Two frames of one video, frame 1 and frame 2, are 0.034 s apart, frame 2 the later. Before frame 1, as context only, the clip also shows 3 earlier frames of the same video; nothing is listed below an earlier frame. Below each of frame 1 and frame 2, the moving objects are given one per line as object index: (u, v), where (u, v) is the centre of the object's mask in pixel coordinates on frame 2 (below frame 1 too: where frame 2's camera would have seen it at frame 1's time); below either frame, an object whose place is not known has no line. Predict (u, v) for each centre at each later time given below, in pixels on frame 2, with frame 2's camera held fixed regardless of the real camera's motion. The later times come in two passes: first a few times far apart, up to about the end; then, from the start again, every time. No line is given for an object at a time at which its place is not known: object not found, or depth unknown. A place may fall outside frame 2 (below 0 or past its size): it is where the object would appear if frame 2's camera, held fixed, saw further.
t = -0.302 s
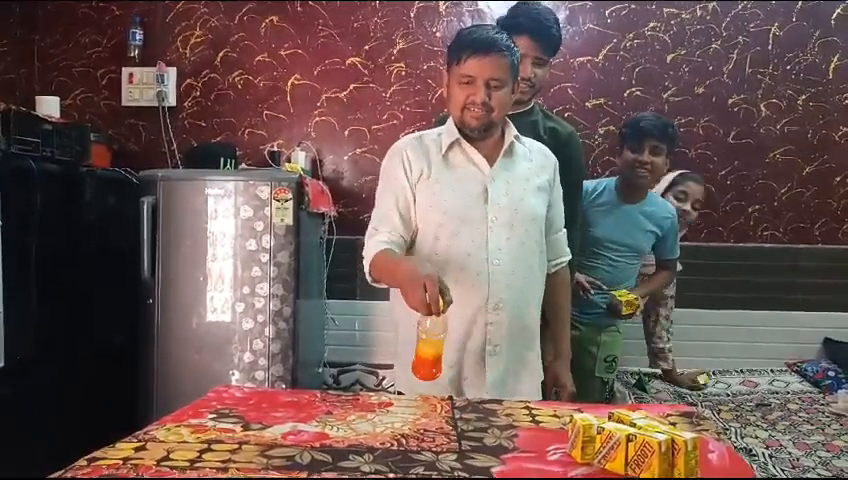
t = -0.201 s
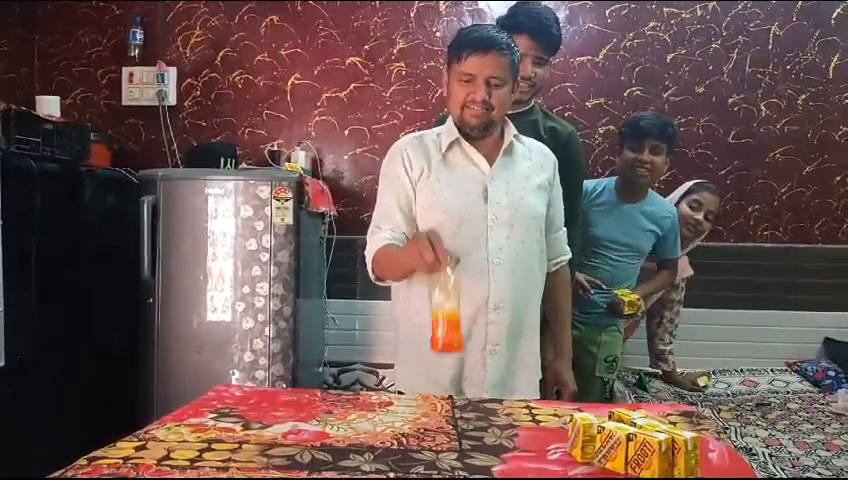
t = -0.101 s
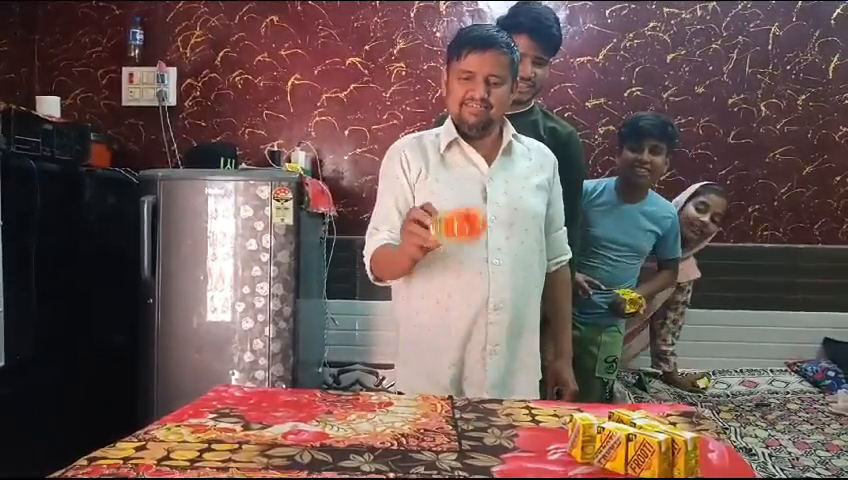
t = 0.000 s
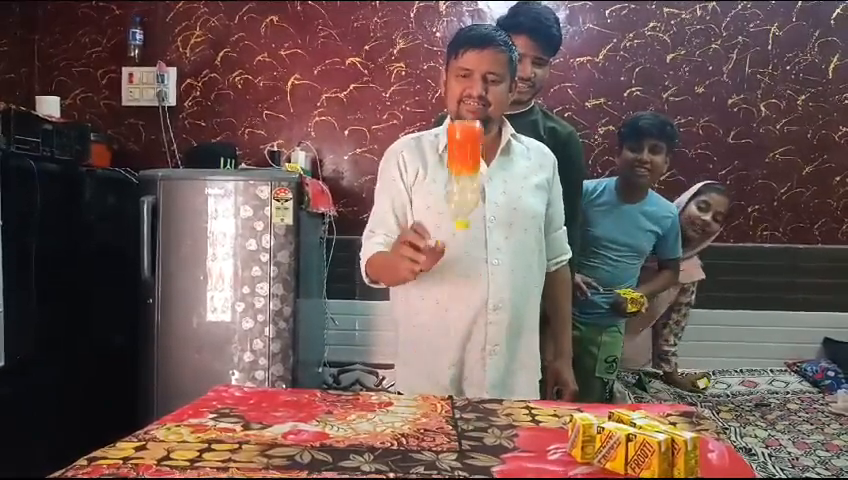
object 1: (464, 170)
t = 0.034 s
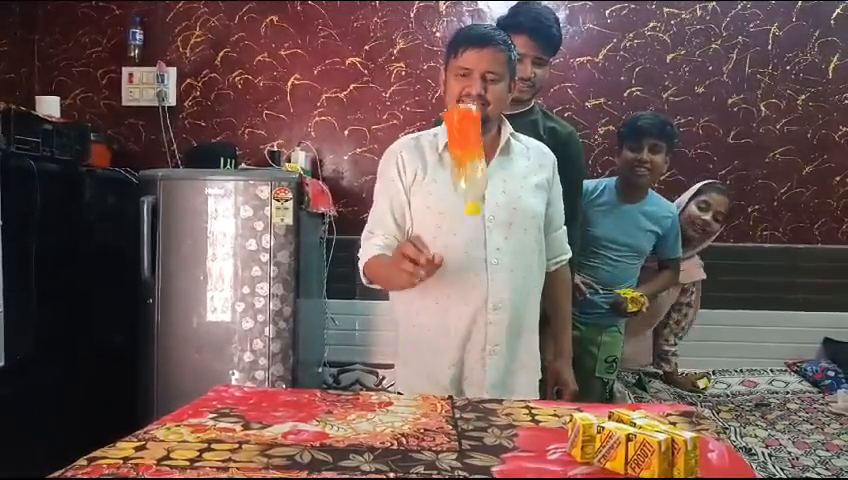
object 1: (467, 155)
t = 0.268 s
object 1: (466, 233)
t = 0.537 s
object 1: (465, 425)
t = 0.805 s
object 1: (457, 427)
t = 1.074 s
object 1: (450, 427)
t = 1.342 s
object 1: (445, 427)
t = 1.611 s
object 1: (442, 428)
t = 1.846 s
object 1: (438, 428)
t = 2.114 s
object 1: (435, 428)
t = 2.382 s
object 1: (435, 430)
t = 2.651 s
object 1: (435, 430)
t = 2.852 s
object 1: (435, 430)
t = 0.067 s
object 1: (469, 144)
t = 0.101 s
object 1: (470, 138)
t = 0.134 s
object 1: (469, 140)
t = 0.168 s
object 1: (469, 150)
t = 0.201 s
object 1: (468, 169)
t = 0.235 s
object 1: (467, 198)
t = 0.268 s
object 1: (466, 233)
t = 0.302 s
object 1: (464, 277)
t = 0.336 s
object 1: (463, 326)
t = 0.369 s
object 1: (462, 382)
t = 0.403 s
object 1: (463, 390)
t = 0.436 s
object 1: (464, 396)
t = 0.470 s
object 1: (464, 407)
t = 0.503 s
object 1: (465, 421)
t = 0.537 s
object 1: (465, 425)
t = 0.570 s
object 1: (466, 426)
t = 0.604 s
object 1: (466, 427)
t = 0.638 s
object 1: (465, 428)
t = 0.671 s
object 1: (463, 428)
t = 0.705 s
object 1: (461, 428)
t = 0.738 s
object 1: (459, 428)
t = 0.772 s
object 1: (458, 427)
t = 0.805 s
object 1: (457, 427)
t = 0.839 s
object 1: (456, 427)
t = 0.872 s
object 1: (455, 427)
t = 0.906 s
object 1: (455, 428)
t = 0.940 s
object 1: (453, 427)
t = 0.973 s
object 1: (451, 427)
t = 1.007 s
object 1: (452, 428)
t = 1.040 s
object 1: (451, 427)
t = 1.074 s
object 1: (450, 427)
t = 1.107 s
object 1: (448, 427)
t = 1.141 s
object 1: (448, 427)
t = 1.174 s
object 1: (448, 427)
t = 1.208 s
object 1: (447, 427)
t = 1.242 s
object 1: (447, 427)
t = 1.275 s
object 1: (447, 427)
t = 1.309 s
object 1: (446, 427)
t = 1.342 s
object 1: (445, 427)
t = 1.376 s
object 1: (445, 427)
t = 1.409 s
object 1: (444, 427)
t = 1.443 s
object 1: (444, 427)
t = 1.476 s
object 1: (443, 427)
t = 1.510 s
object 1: (443, 427)
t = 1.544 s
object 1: (442, 428)
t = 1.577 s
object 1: (442, 428)
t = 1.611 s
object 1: (442, 428)
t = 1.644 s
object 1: (441, 428)
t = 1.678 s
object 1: (440, 428)
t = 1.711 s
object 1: (440, 428)
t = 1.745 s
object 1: (439, 427)
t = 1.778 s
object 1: (439, 427)
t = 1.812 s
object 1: (438, 428)
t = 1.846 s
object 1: (438, 428)
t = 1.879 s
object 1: (437, 427)
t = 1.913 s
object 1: (437, 427)
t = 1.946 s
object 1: (436, 427)
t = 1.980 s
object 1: (436, 427)
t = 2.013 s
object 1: (436, 428)
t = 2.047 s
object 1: (435, 429)
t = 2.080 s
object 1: (435, 428)
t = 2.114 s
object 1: (435, 428)
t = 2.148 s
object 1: (435, 429)
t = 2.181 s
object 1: (435, 429)
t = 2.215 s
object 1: (435, 429)
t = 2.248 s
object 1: (435, 429)
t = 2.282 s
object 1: (435, 429)
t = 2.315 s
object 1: (435, 430)
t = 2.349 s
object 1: (435, 430)
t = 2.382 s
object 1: (435, 430)
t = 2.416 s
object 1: (435, 430)
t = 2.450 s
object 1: (435, 430)
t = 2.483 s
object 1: (435, 430)
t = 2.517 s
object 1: (435, 430)
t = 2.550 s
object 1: (435, 429)
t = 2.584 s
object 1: (435, 430)
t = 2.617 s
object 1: (435, 430)
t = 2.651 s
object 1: (435, 430)
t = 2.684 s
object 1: (435, 430)
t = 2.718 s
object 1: (435, 430)
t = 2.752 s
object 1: (435, 430)
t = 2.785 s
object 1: (435, 430)
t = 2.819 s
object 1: (435, 430)
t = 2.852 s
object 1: (435, 430)
